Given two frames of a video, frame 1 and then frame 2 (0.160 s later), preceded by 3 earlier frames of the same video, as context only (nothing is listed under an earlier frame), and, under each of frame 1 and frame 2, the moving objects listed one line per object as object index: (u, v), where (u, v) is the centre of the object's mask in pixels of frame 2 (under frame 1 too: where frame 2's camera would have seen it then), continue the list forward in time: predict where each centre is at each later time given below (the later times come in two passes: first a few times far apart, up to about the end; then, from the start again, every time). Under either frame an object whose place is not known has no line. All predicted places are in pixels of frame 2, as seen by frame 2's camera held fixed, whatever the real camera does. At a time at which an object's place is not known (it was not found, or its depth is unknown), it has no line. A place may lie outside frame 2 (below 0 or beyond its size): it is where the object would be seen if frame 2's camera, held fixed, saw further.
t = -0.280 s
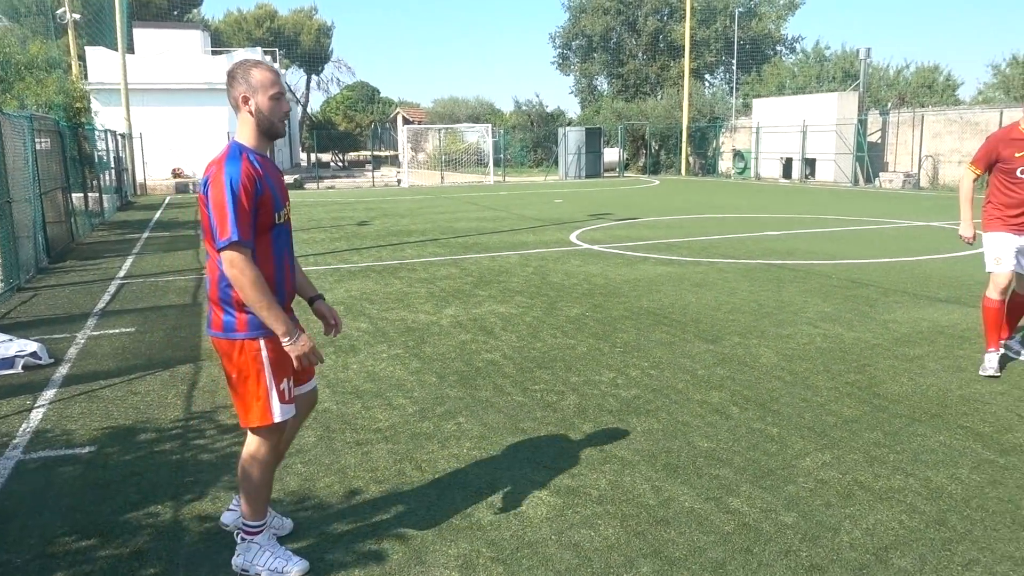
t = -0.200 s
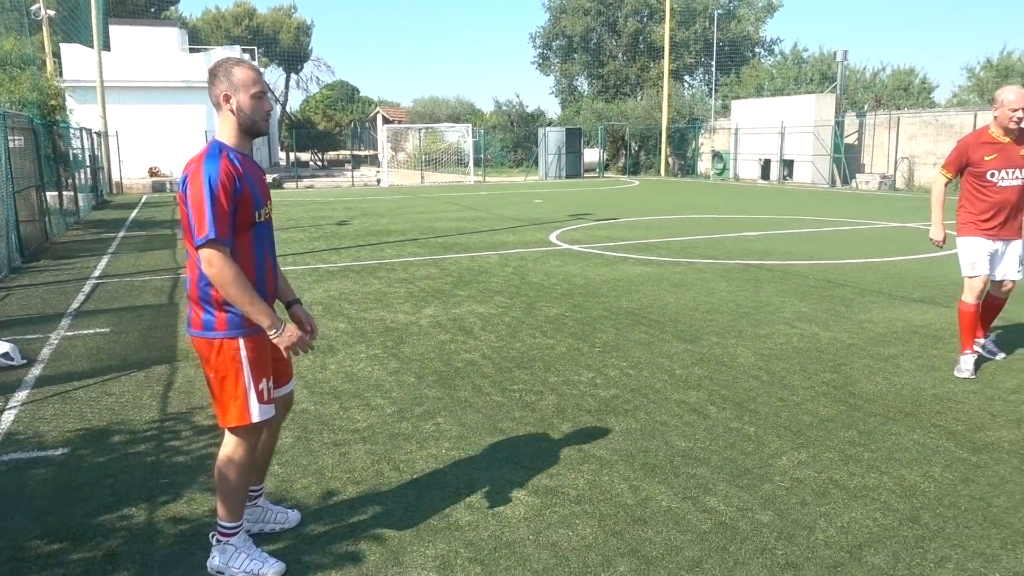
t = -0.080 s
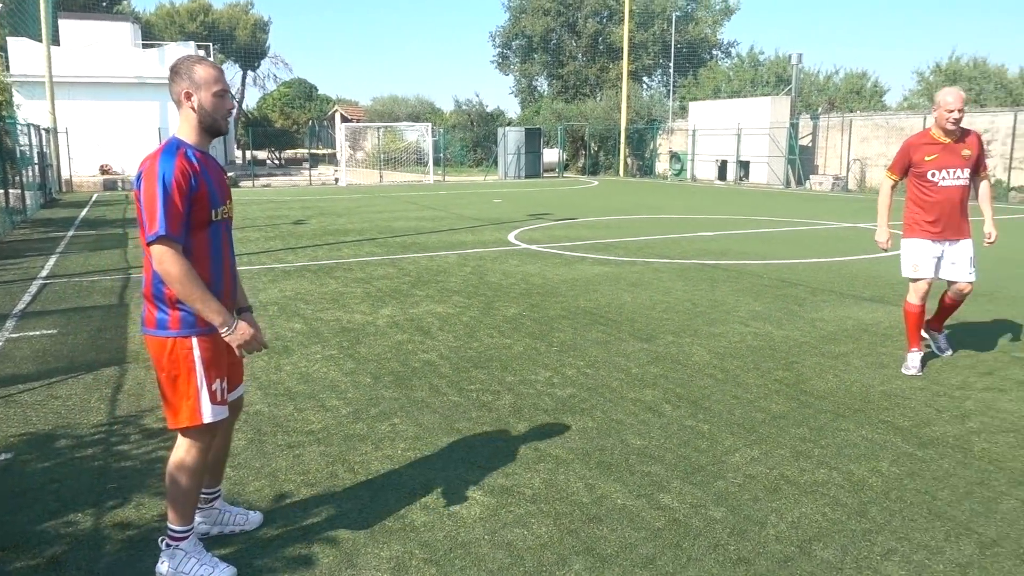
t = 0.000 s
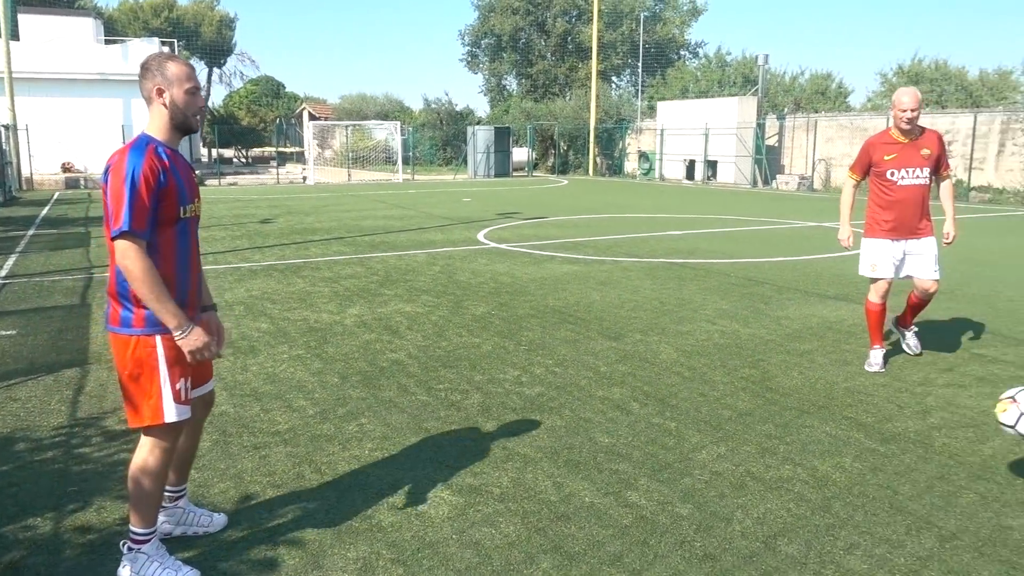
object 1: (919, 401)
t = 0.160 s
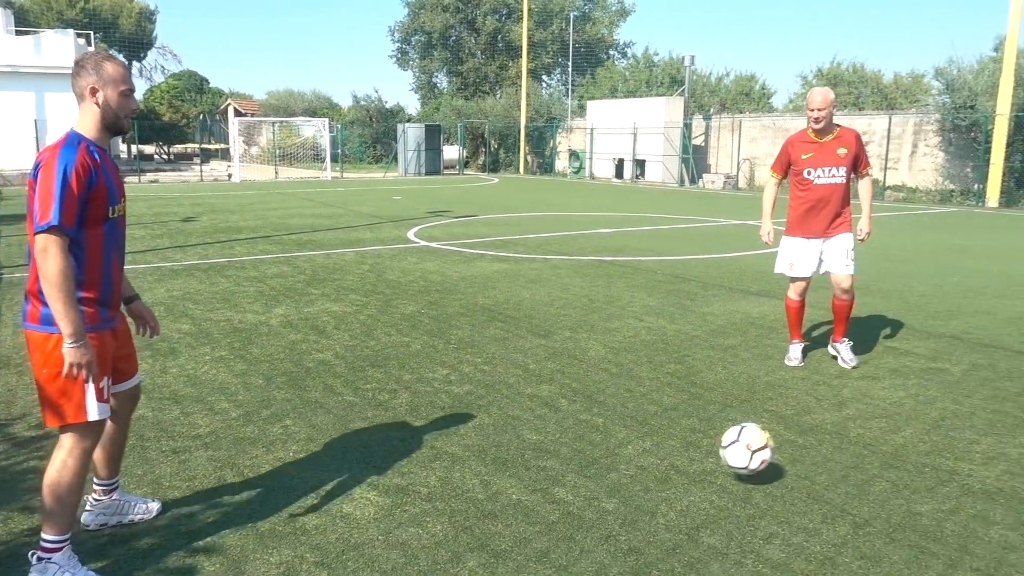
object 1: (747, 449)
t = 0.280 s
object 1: (663, 444)
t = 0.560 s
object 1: (511, 482)
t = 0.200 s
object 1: (704, 464)
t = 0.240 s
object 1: (684, 453)
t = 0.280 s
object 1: (663, 444)
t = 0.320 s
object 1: (642, 438)
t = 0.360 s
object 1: (621, 436)
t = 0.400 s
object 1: (600, 438)
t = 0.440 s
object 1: (577, 443)
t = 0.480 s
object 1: (555, 453)
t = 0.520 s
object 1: (533, 465)
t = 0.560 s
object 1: (511, 482)
